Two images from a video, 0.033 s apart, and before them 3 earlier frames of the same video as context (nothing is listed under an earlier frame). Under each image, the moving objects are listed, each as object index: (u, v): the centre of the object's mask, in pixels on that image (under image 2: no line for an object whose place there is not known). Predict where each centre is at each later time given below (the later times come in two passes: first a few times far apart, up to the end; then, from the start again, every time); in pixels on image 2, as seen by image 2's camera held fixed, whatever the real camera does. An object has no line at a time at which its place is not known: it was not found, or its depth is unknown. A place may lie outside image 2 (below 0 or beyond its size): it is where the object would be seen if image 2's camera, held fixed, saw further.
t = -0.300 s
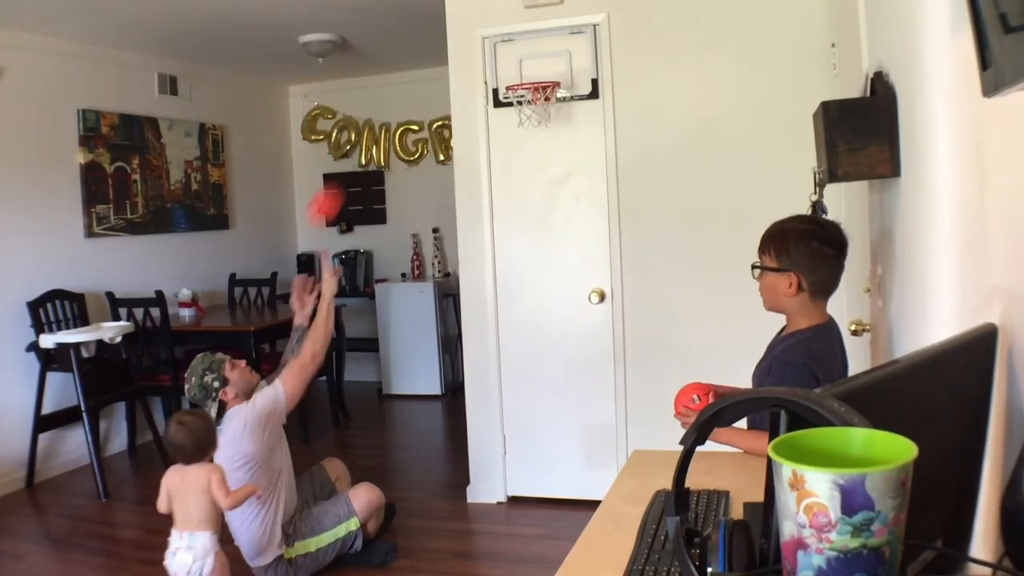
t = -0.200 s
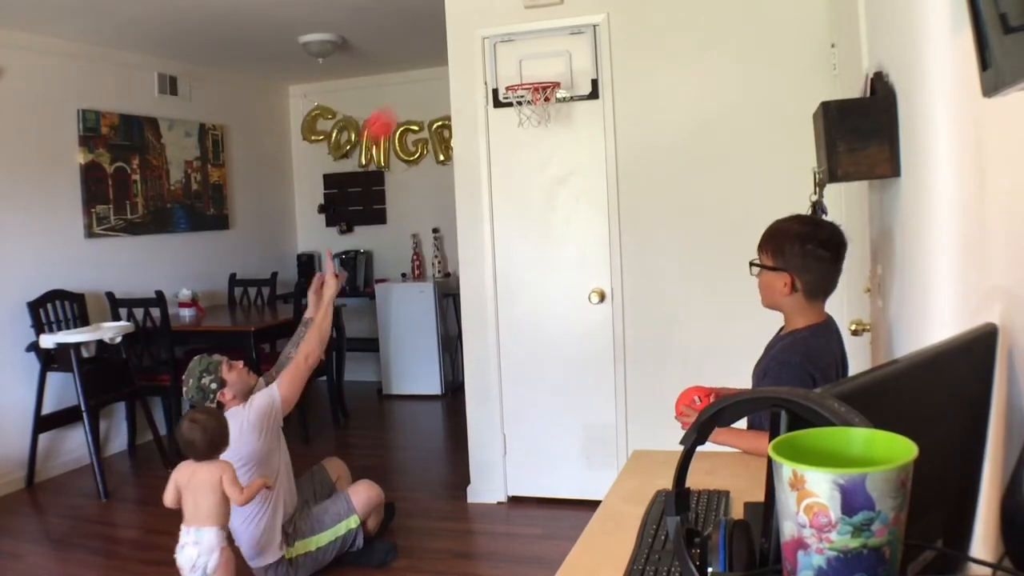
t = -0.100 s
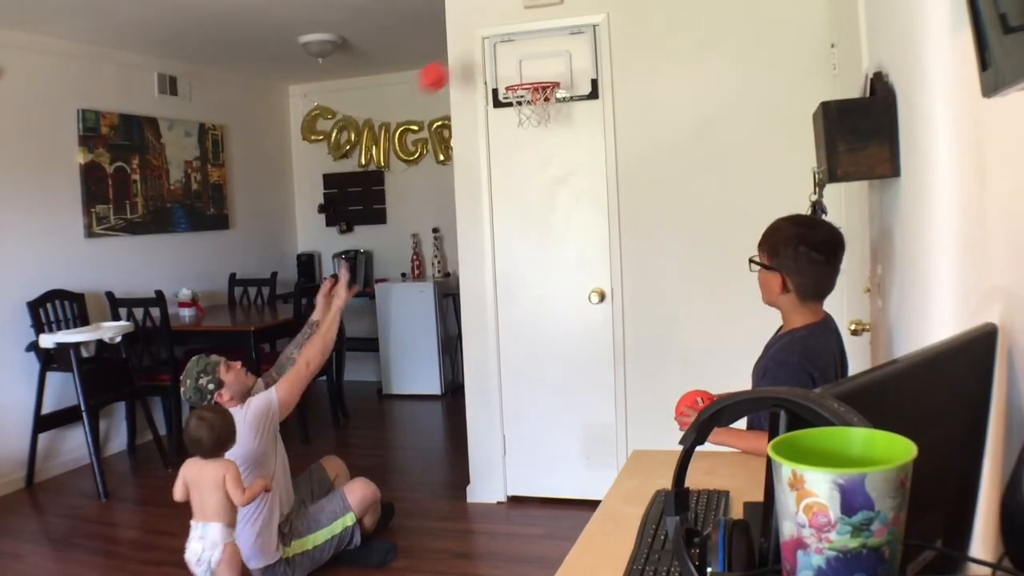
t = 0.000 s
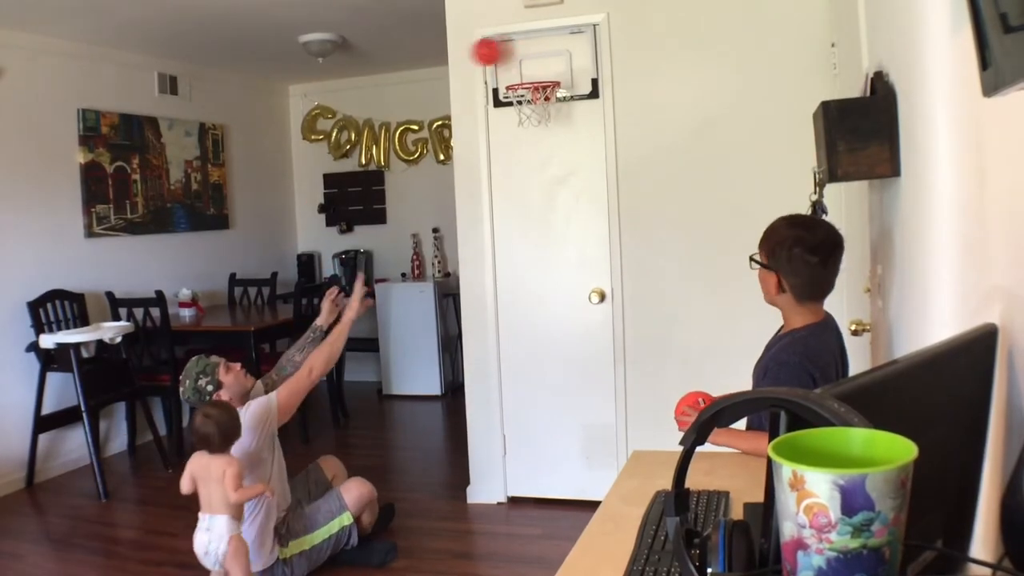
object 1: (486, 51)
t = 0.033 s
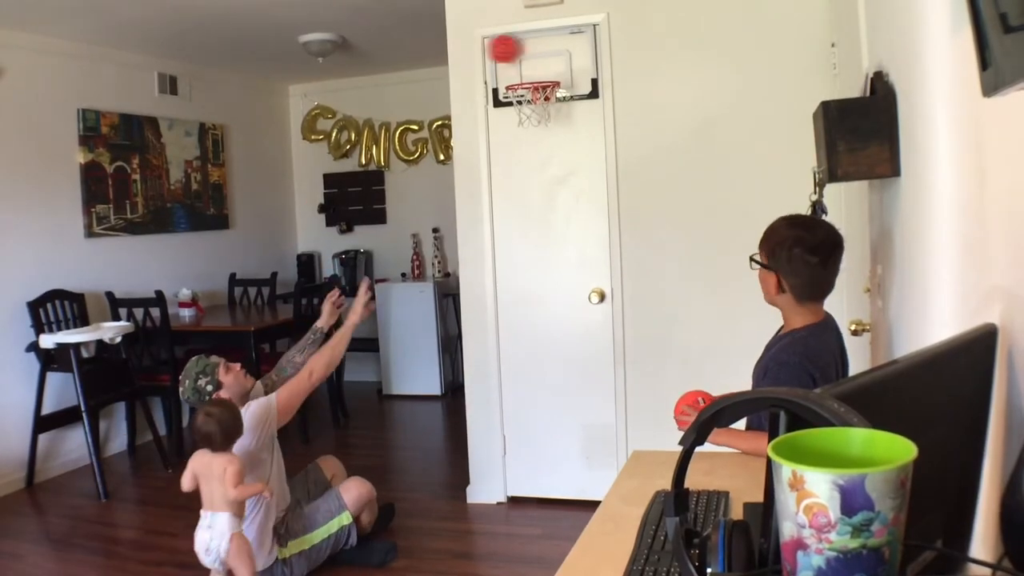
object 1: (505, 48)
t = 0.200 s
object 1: (530, 75)
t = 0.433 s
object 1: (528, 80)
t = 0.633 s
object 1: (528, 94)
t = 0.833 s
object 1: (524, 143)
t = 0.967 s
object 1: (528, 223)
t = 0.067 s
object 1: (513, 50)
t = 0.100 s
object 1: (515, 53)
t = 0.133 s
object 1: (520, 59)
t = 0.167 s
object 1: (526, 68)
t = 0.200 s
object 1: (530, 75)
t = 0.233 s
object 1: (532, 74)
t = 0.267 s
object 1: (534, 75)
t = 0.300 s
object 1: (535, 79)
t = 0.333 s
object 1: (534, 78)
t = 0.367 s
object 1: (531, 75)
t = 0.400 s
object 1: (529, 78)
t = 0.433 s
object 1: (528, 80)
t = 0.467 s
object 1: (531, 80)
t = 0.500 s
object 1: (535, 82)
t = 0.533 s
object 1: (537, 84)
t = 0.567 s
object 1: (533, 85)
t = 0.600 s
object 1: (530, 88)
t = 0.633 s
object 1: (528, 94)
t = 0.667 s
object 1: (525, 101)
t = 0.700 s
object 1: (522, 106)
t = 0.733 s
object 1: (521, 112)
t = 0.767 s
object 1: (522, 119)
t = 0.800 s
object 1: (523, 130)
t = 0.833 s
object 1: (524, 143)
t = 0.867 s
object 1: (525, 159)
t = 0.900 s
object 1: (526, 178)
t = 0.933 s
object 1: (527, 199)
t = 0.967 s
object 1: (528, 223)
